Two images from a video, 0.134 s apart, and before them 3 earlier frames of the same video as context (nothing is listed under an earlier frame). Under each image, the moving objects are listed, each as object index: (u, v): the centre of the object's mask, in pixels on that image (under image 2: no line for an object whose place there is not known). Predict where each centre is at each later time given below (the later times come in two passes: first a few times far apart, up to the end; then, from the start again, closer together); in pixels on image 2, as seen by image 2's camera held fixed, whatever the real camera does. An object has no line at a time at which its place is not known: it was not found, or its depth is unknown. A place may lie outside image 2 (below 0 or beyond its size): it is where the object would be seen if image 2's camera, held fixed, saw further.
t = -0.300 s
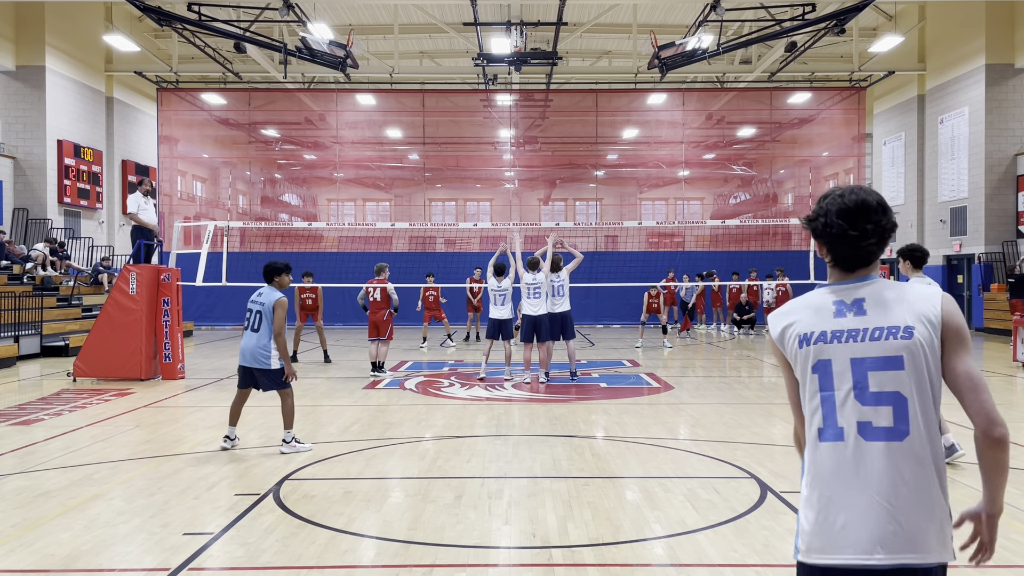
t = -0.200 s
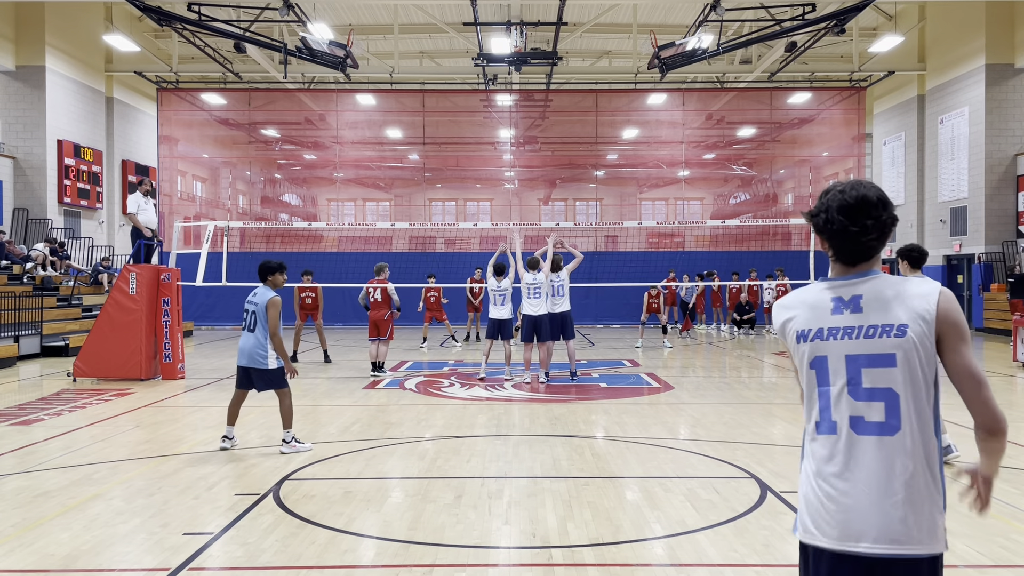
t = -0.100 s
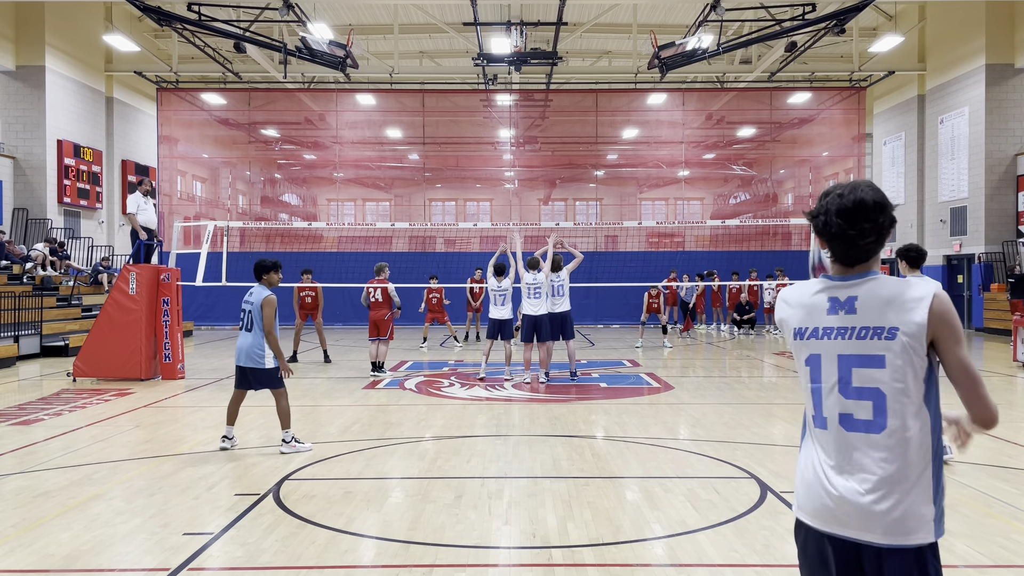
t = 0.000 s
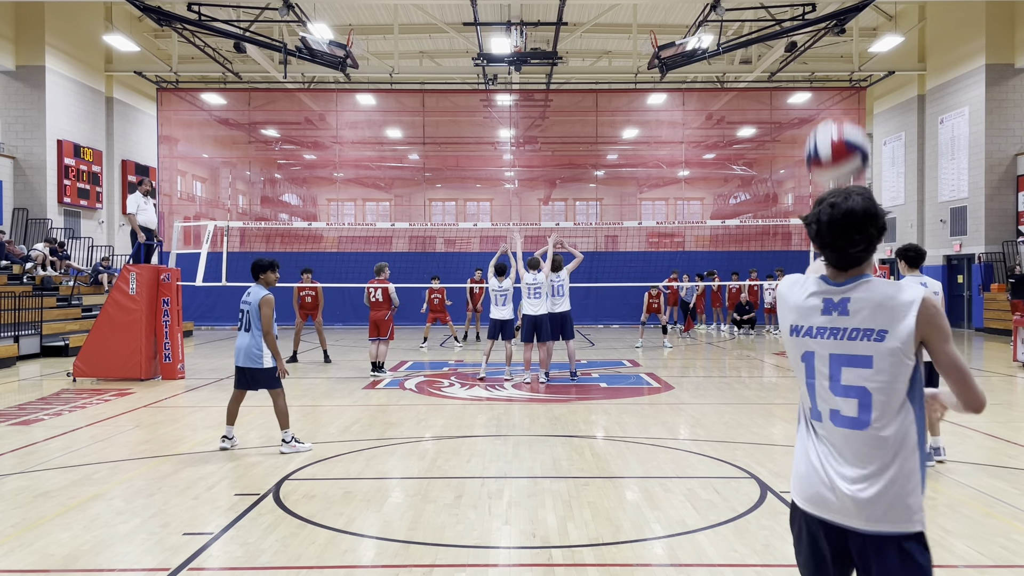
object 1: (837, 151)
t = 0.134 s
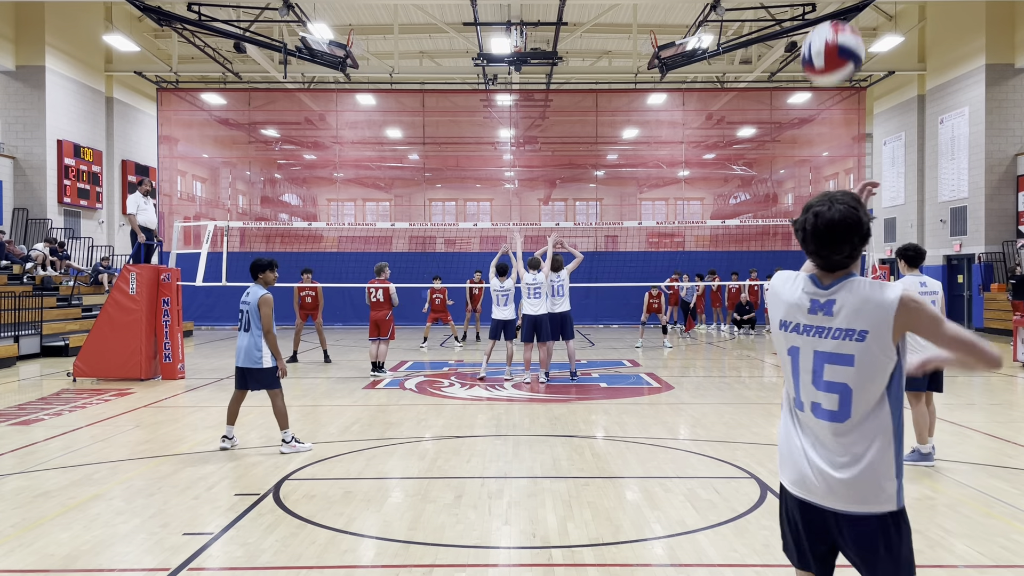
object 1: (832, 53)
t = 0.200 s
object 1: (830, 26)
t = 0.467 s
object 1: (819, 29)
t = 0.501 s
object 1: (818, 43)
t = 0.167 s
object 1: (831, 37)
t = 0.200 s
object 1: (830, 26)
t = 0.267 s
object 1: (826, 17)
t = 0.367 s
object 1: (822, 15)
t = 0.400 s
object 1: (822, 17)
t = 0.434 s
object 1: (820, 22)
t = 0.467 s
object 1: (819, 29)
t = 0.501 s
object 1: (818, 43)
